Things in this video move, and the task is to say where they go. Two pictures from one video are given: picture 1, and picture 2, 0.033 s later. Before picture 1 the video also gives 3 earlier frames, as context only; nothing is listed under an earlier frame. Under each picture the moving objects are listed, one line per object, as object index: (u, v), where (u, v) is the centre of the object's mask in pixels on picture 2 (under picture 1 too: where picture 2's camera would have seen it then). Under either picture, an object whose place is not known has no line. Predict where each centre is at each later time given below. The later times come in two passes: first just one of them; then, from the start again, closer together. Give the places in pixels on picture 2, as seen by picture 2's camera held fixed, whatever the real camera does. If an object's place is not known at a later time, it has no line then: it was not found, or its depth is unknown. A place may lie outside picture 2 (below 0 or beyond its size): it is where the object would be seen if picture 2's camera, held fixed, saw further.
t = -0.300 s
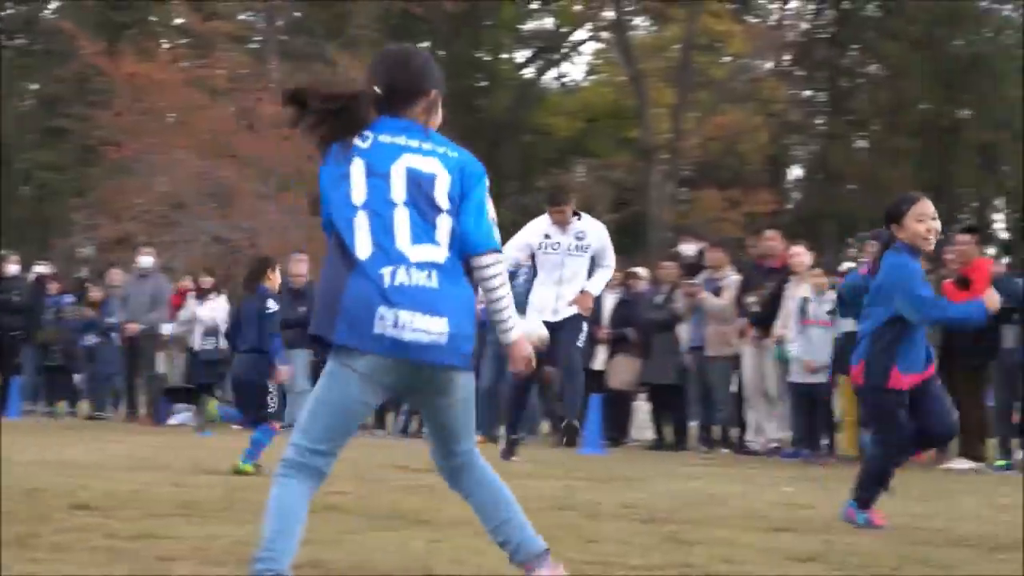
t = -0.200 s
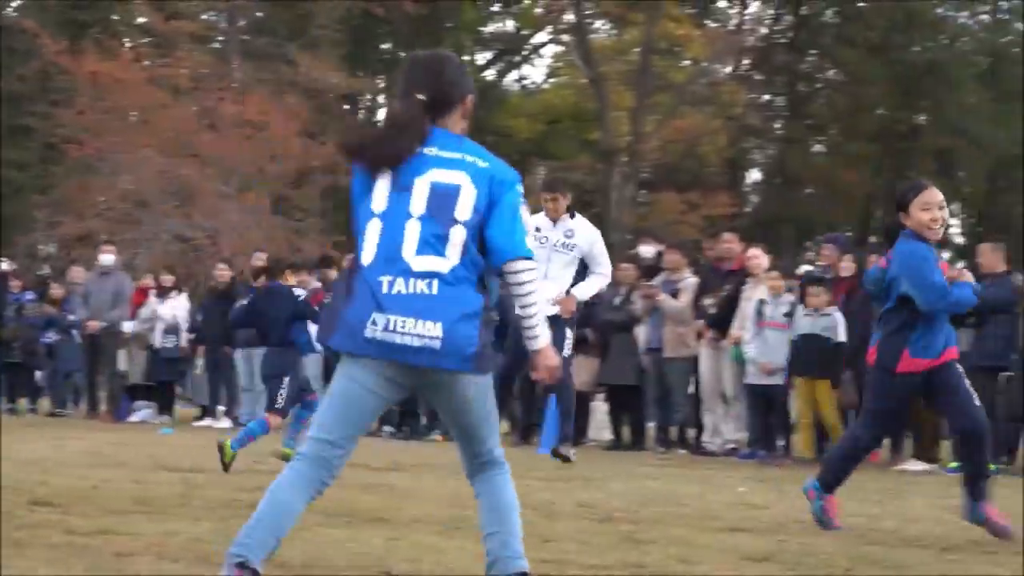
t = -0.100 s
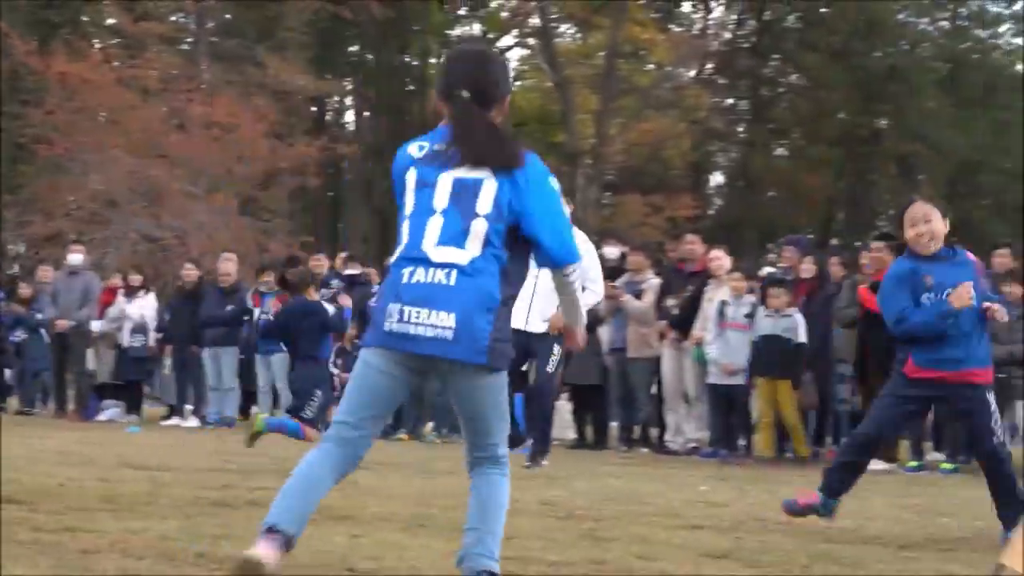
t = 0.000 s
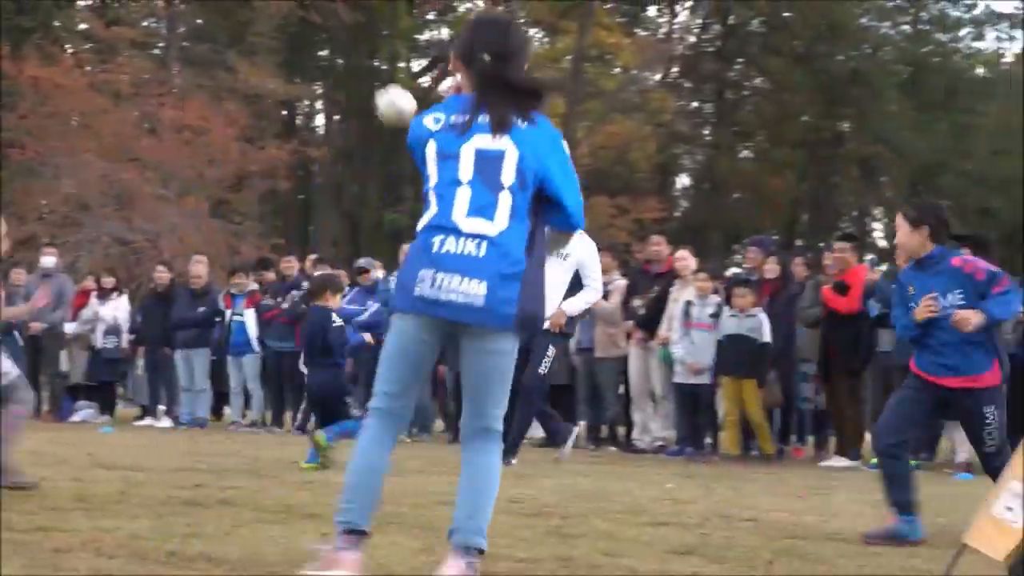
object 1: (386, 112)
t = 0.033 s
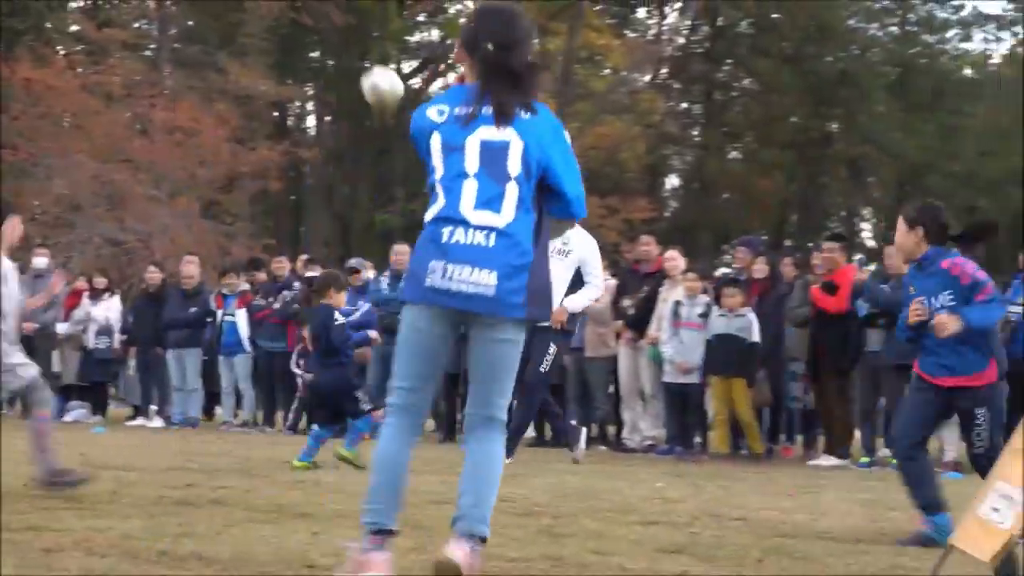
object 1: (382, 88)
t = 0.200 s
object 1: (359, 12)
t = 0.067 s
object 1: (377, 67)
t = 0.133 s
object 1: (369, 36)
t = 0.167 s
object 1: (363, 21)
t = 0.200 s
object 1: (359, 12)
